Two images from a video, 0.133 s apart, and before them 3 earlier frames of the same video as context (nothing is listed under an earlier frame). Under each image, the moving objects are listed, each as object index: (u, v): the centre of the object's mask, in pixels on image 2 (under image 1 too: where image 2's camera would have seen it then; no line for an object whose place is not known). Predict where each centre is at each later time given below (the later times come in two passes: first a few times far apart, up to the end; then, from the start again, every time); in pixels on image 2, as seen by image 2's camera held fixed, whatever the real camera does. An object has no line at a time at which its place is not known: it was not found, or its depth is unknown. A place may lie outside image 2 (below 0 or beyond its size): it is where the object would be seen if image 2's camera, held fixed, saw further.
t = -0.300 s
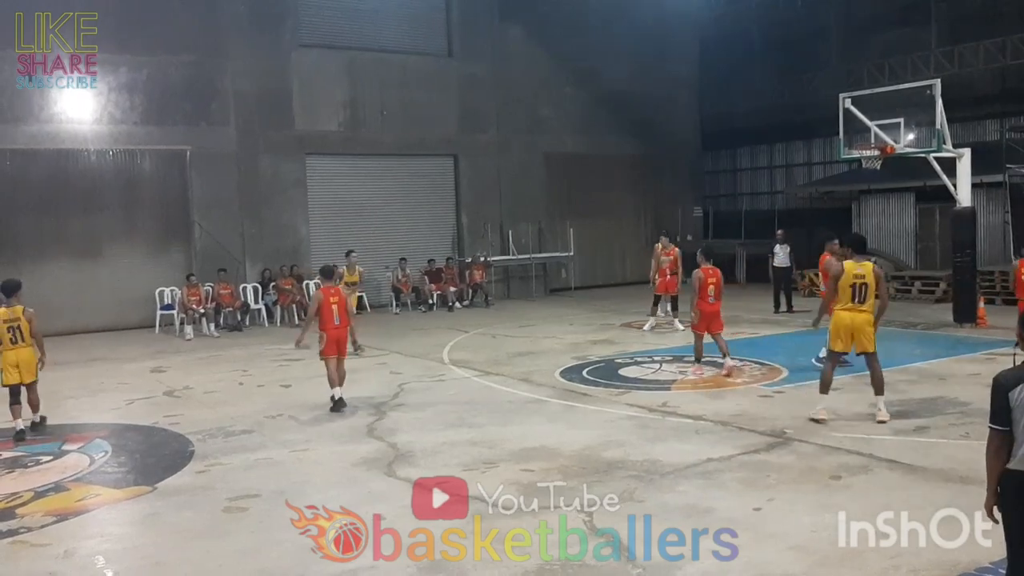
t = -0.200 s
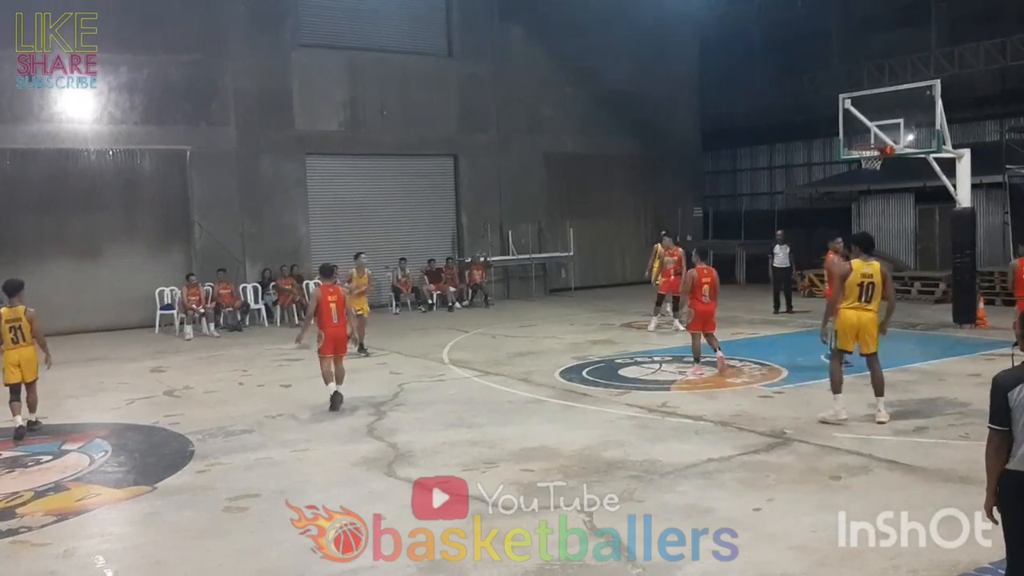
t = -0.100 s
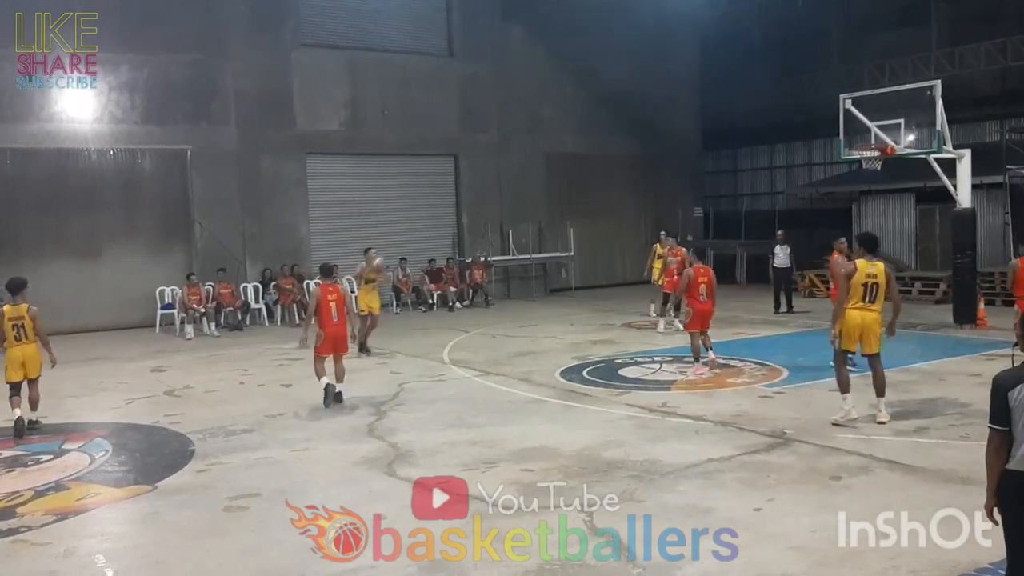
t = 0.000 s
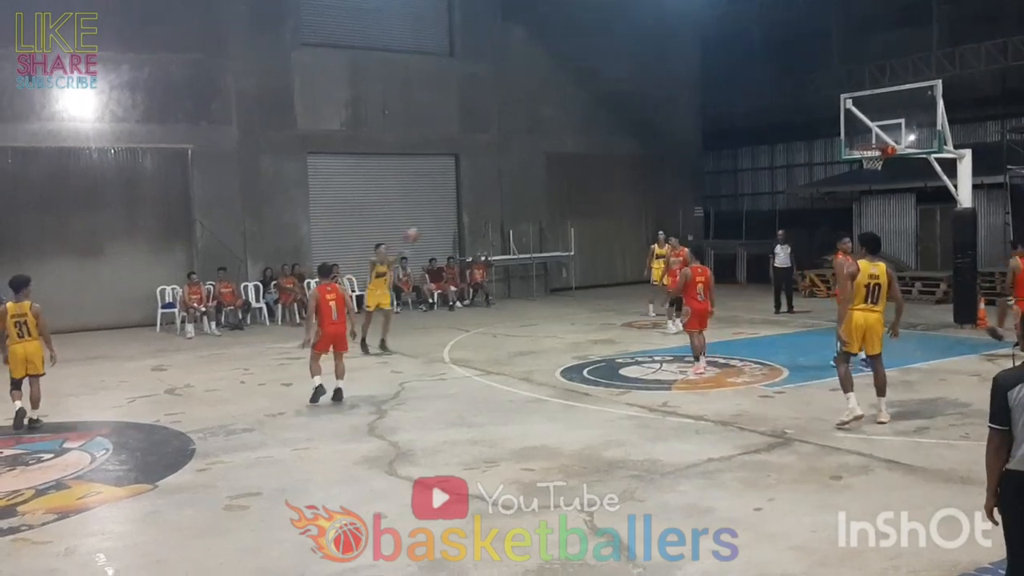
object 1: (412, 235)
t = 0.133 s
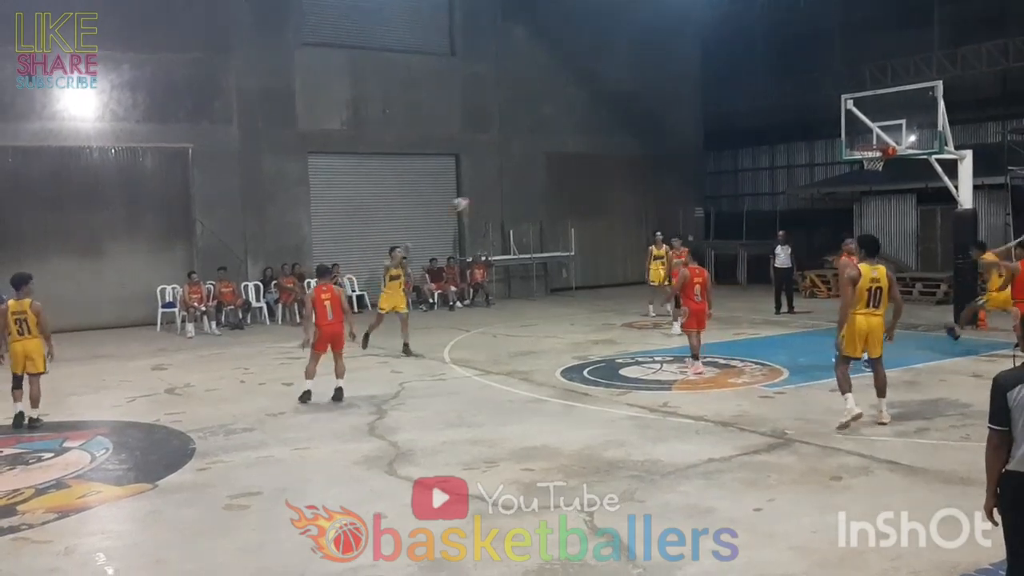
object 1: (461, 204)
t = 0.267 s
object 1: (515, 185)
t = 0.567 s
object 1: (666, 182)
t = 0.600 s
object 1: (686, 186)
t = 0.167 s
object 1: (475, 198)
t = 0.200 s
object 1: (489, 194)
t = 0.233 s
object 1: (502, 188)
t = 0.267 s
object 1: (515, 185)
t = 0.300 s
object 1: (530, 181)
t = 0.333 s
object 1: (546, 178)
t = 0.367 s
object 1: (561, 177)
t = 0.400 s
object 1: (578, 176)
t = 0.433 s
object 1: (594, 175)
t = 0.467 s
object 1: (611, 175)
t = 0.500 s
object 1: (628, 176)
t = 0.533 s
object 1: (647, 179)
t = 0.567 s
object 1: (666, 182)
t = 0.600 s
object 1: (686, 186)
